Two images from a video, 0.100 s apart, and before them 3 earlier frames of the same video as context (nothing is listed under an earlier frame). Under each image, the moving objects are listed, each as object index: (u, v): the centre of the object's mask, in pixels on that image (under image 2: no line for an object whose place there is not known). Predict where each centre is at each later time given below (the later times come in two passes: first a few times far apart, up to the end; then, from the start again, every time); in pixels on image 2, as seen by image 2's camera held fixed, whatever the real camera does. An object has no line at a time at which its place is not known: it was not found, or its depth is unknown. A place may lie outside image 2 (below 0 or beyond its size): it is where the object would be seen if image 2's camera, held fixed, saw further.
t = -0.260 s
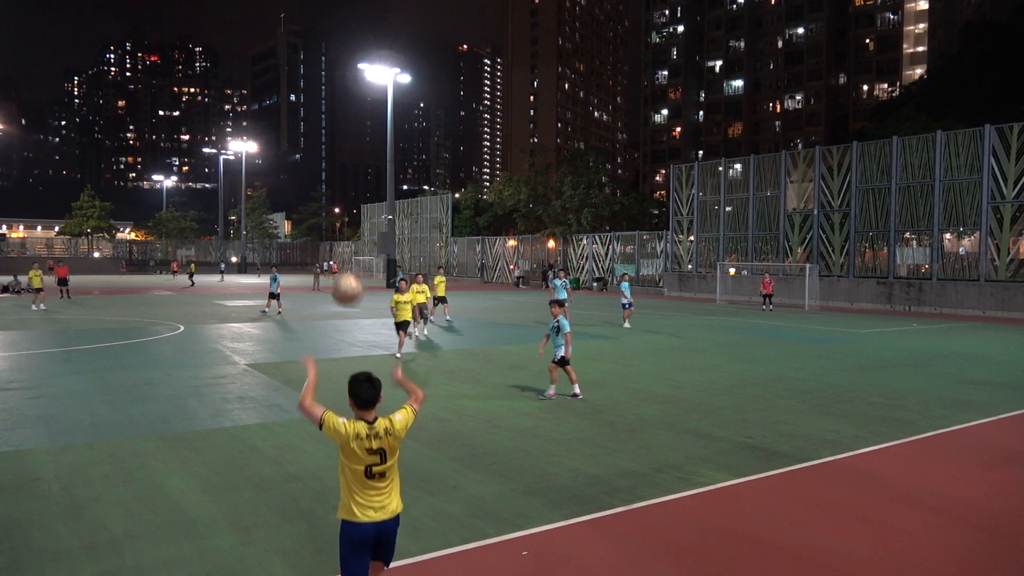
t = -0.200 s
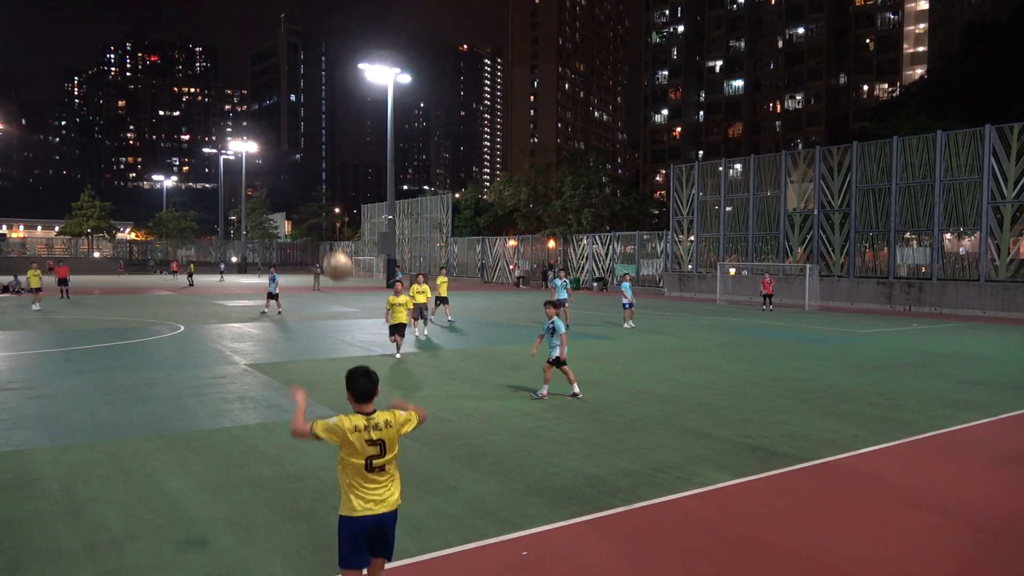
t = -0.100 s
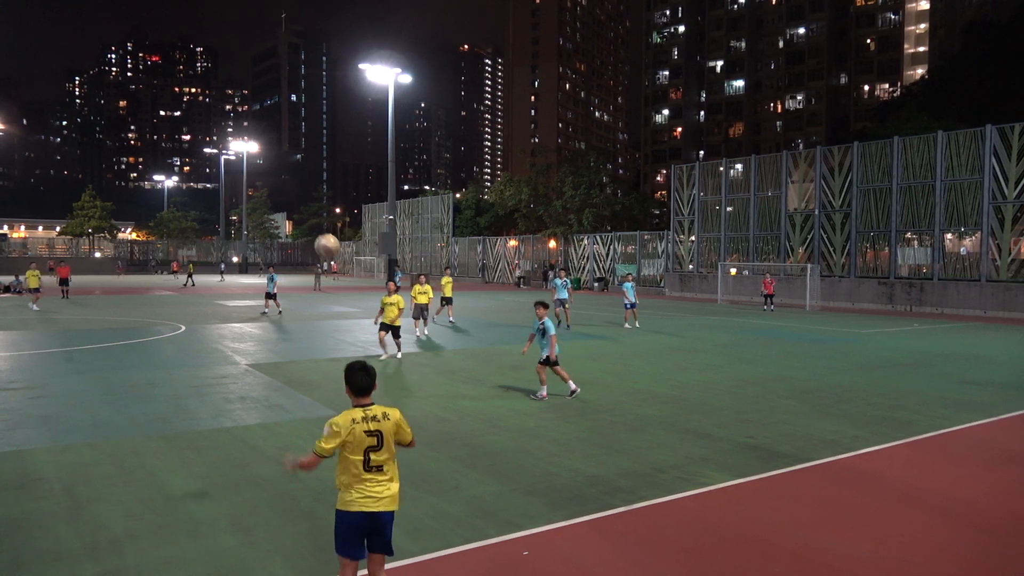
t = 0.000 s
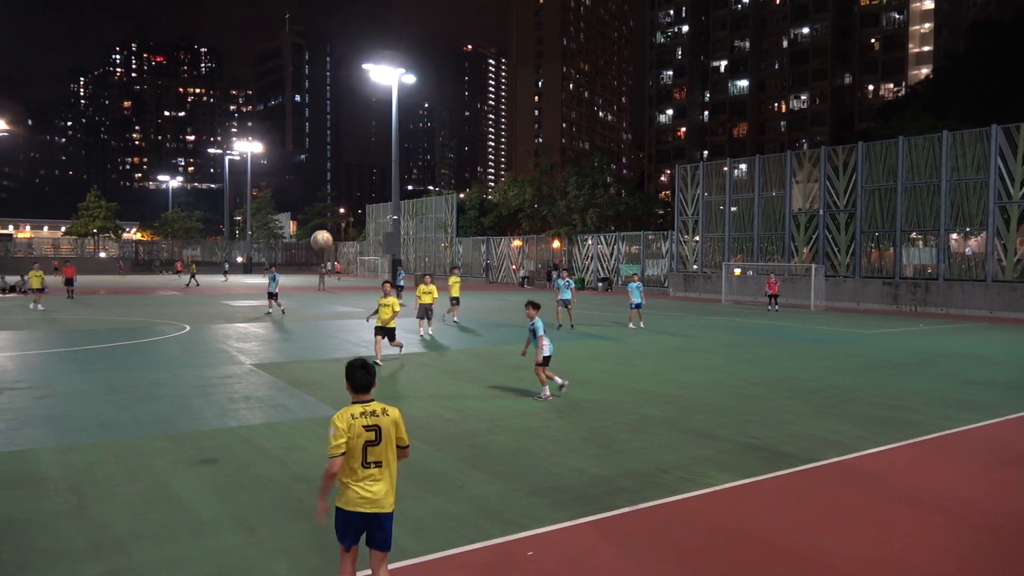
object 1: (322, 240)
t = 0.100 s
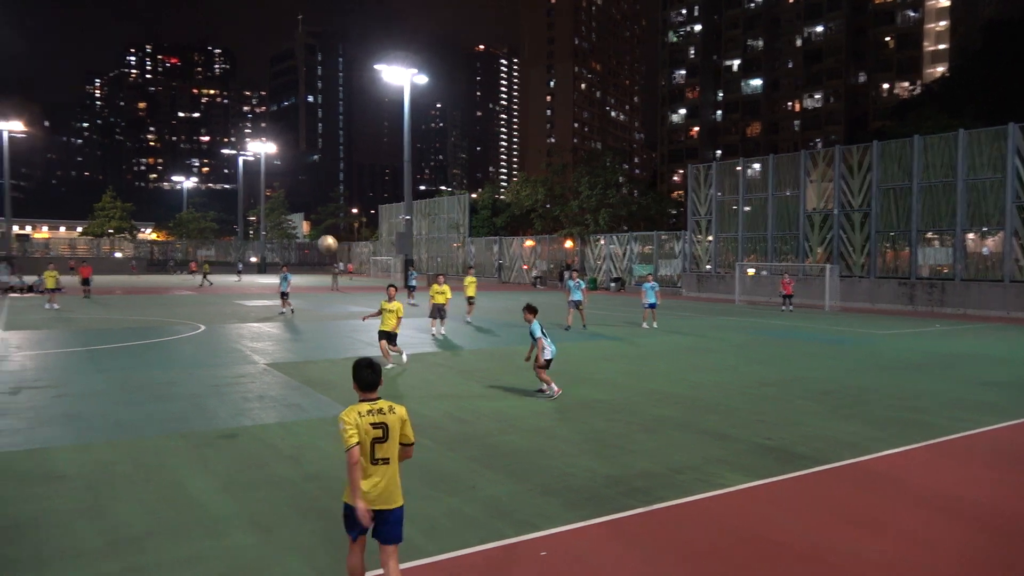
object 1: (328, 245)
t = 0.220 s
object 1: (322, 258)
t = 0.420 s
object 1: (315, 298)
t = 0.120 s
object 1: (326, 246)
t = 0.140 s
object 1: (325, 248)
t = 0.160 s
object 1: (324, 250)
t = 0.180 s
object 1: (323, 253)
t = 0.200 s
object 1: (322, 255)
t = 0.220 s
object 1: (322, 258)
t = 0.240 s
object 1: (321, 261)
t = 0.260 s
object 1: (320, 265)
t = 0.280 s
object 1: (319, 269)
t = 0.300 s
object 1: (318, 273)
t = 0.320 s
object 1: (317, 276)
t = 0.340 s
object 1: (317, 281)
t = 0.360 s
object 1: (316, 286)
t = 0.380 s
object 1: (316, 290)
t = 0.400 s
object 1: (316, 294)
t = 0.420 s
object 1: (315, 298)
